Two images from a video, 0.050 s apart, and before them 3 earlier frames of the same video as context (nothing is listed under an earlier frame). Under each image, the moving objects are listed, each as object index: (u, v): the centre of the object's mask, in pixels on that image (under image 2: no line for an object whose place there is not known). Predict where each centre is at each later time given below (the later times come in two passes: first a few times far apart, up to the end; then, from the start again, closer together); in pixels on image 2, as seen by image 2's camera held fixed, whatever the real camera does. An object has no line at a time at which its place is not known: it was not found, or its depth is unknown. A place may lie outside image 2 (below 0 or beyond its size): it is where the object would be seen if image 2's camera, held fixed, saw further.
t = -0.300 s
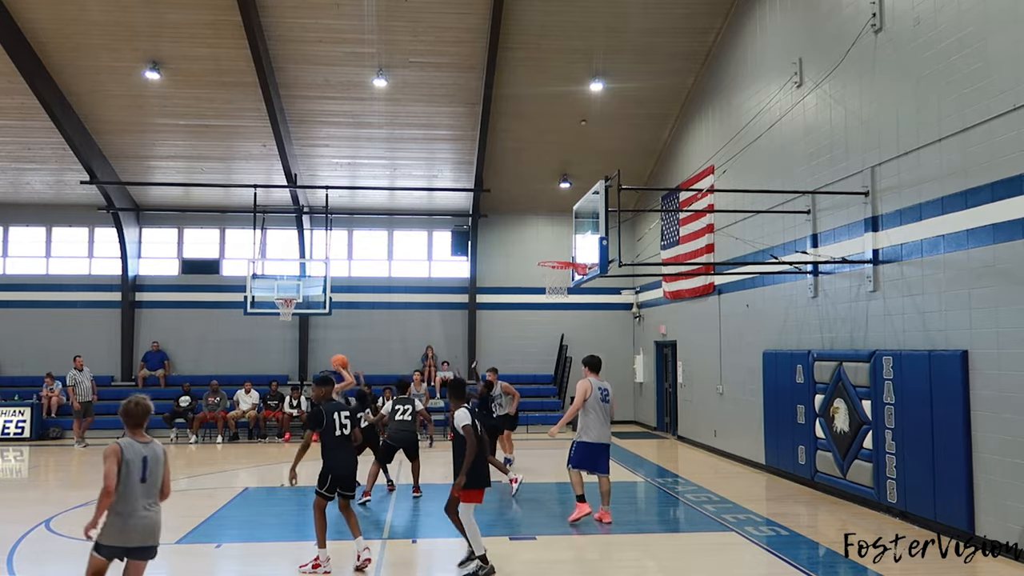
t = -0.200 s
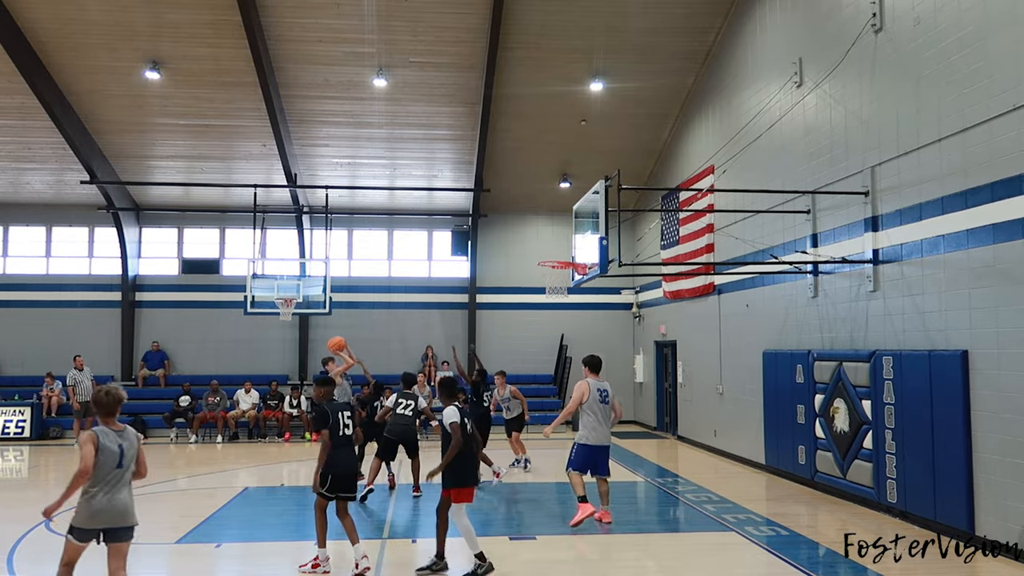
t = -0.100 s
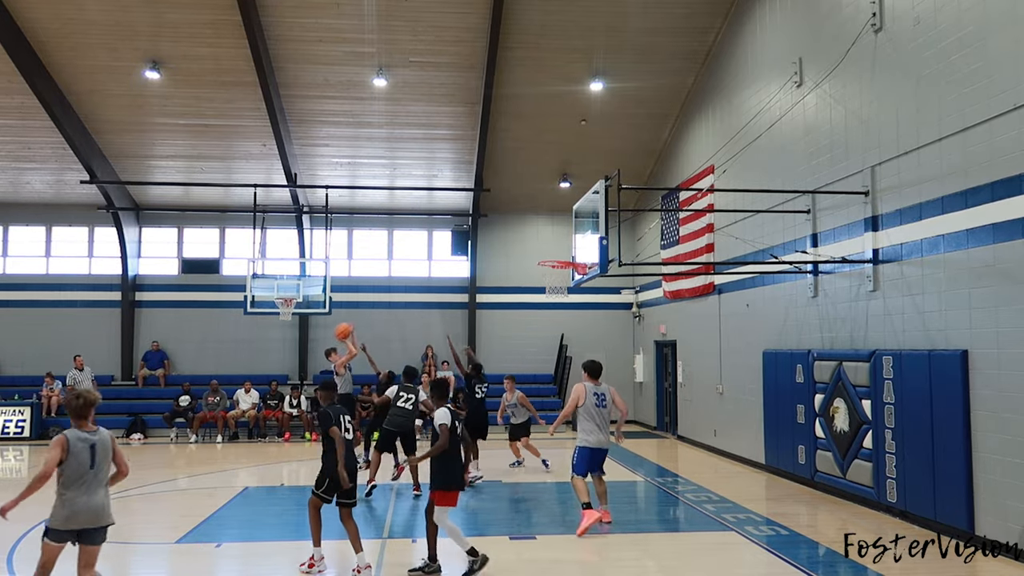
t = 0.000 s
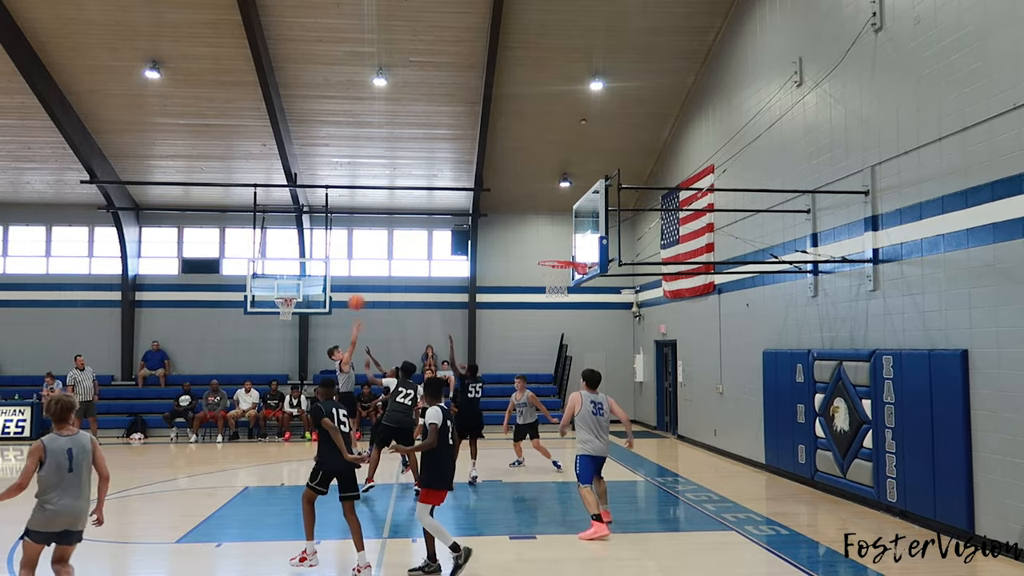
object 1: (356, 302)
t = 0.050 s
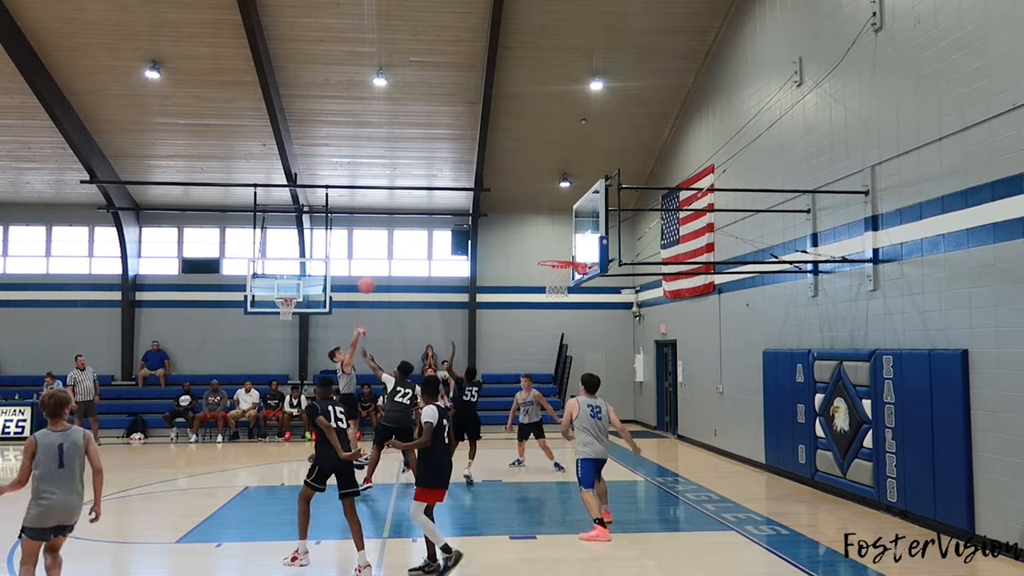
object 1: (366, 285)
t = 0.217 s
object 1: (399, 242)
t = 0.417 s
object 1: (440, 215)
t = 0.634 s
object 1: (485, 217)
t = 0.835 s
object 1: (527, 249)
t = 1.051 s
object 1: (574, 317)
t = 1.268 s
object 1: (622, 423)
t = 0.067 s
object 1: (368, 281)
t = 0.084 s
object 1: (372, 275)
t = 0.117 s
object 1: (379, 265)
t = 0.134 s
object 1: (383, 261)
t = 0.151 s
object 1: (386, 257)
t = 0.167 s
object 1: (390, 253)
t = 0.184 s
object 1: (393, 250)
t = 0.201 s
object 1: (396, 246)
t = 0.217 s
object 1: (399, 242)
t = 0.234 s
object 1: (403, 239)
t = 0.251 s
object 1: (406, 236)
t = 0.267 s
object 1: (410, 232)
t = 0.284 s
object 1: (413, 229)
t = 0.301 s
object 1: (417, 227)
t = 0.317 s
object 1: (420, 225)
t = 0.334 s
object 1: (424, 223)
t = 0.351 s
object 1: (426, 220)
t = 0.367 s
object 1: (430, 219)
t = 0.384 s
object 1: (433, 218)
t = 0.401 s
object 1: (437, 216)
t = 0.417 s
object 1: (440, 215)
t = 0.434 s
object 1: (444, 214)
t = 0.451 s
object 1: (447, 214)
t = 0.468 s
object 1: (451, 213)
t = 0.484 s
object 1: (454, 213)
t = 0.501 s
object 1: (457, 213)
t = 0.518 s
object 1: (461, 213)
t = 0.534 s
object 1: (464, 213)
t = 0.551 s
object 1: (468, 213)
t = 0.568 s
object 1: (471, 213)
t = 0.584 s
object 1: (474, 213)
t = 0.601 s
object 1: (478, 214)
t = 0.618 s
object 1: (481, 215)
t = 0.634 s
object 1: (485, 217)
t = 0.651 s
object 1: (488, 218)
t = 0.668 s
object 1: (492, 220)
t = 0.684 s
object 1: (495, 222)
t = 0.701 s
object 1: (499, 224)
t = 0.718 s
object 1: (502, 226)
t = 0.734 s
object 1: (506, 229)
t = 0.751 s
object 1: (509, 231)
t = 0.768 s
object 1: (513, 234)
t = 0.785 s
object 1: (516, 238)
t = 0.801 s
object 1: (520, 242)
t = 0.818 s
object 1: (523, 245)
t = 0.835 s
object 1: (527, 249)
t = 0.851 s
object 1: (531, 253)
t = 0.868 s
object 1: (534, 257)
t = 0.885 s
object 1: (537, 261)
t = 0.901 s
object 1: (541, 267)
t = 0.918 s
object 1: (544, 272)
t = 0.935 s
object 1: (549, 276)
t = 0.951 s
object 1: (552, 281)
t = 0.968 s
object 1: (557, 286)
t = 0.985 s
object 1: (560, 293)
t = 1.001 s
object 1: (564, 301)
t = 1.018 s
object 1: (567, 305)
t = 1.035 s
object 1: (570, 311)
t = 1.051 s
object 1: (574, 317)
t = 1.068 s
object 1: (577, 324)
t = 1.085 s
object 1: (581, 331)
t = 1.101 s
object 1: (585, 339)
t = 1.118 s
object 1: (589, 346)
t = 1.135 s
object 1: (592, 354)
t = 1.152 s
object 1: (596, 361)
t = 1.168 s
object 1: (600, 369)
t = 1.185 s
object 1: (603, 378)
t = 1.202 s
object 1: (607, 386)
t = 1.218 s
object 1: (611, 395)
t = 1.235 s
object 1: (615, 404)
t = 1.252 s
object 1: (618, 414)
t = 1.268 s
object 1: (622, 423)
